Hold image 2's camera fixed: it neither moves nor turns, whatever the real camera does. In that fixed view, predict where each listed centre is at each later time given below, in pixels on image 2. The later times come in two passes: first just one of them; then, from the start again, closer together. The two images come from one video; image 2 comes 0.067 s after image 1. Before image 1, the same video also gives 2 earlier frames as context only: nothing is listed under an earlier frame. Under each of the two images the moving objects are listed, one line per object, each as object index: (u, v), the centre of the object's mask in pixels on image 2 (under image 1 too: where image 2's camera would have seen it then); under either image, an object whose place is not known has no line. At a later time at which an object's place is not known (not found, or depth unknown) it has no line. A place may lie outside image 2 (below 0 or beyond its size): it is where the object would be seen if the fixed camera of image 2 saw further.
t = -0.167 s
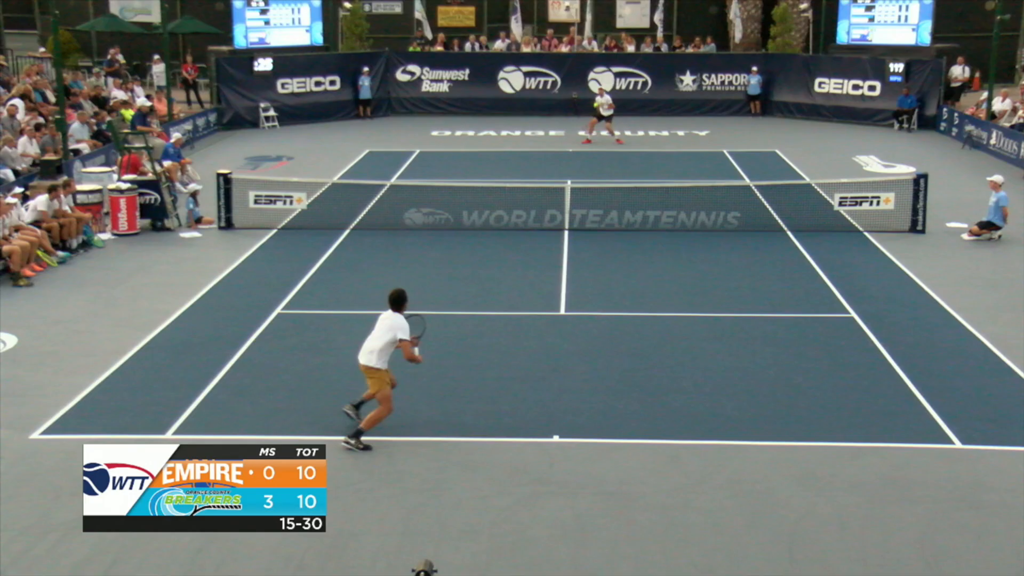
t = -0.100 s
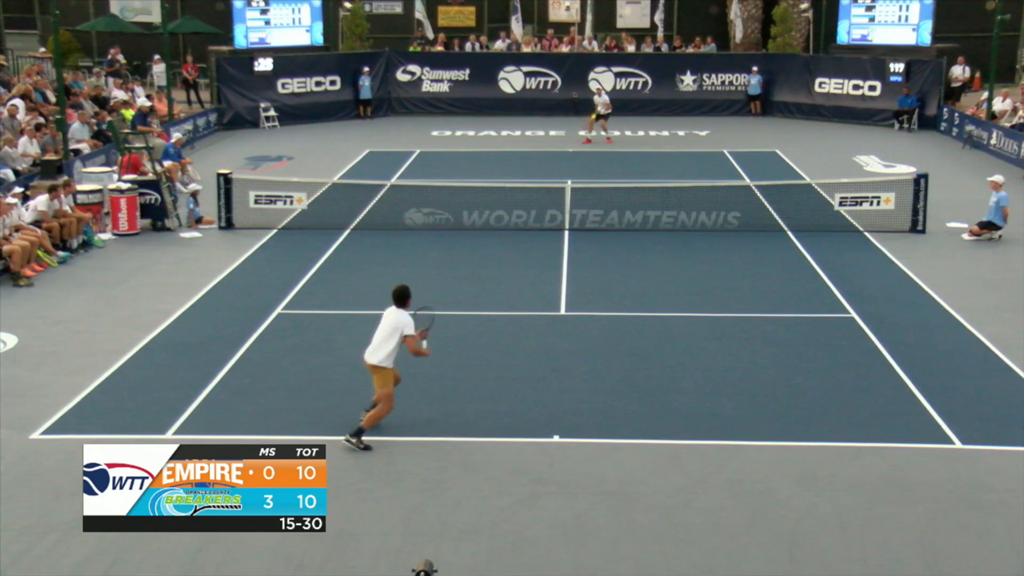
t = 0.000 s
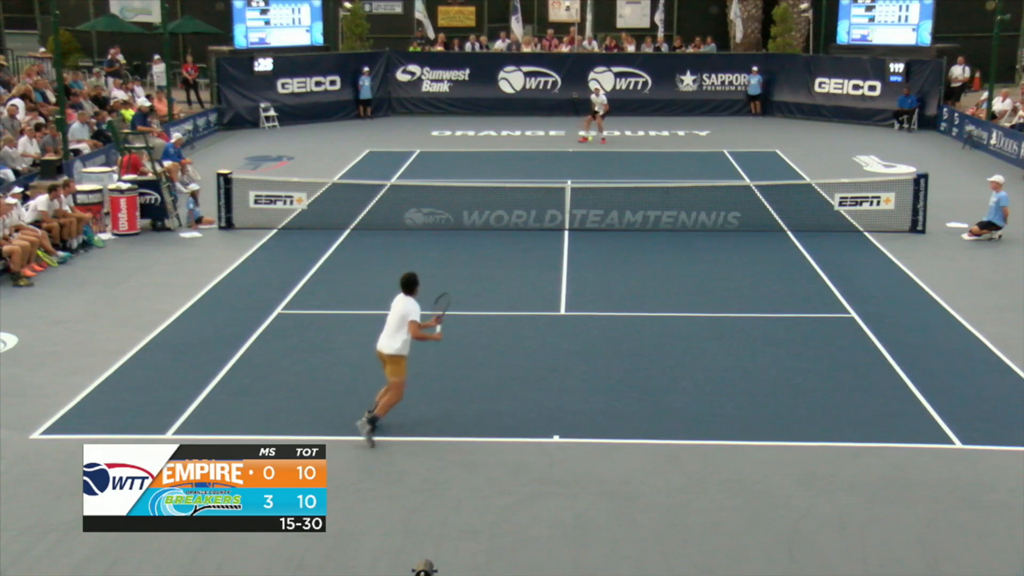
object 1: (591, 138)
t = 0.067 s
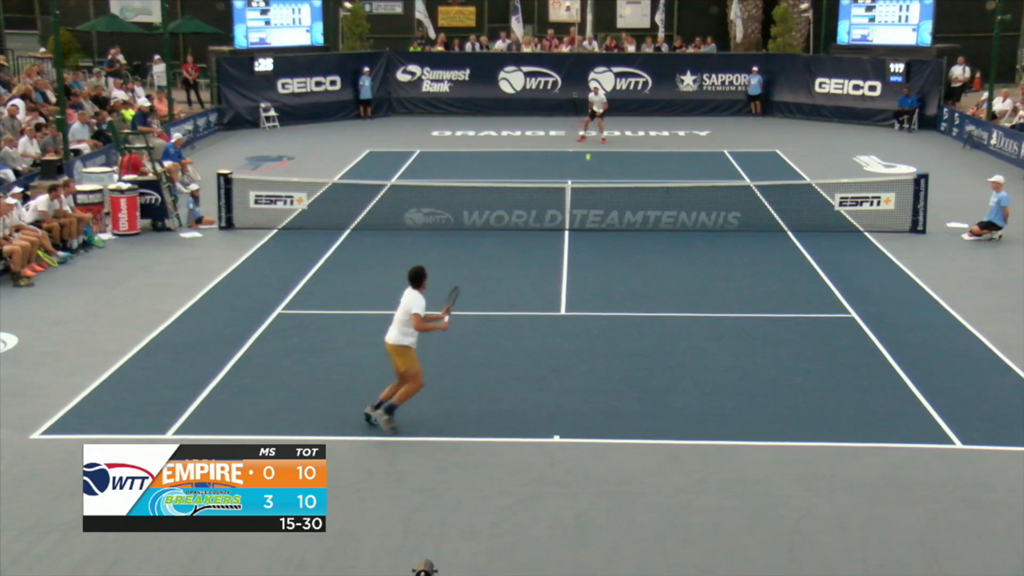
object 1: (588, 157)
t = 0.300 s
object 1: (581, 247)
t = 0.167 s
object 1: (584, 191)
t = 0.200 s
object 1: (583, 203)
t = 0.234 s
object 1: (582, 217)
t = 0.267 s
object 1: (581, 231)
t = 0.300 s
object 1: (581, 247)
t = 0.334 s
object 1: (580, 263)
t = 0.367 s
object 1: (579, 281)
